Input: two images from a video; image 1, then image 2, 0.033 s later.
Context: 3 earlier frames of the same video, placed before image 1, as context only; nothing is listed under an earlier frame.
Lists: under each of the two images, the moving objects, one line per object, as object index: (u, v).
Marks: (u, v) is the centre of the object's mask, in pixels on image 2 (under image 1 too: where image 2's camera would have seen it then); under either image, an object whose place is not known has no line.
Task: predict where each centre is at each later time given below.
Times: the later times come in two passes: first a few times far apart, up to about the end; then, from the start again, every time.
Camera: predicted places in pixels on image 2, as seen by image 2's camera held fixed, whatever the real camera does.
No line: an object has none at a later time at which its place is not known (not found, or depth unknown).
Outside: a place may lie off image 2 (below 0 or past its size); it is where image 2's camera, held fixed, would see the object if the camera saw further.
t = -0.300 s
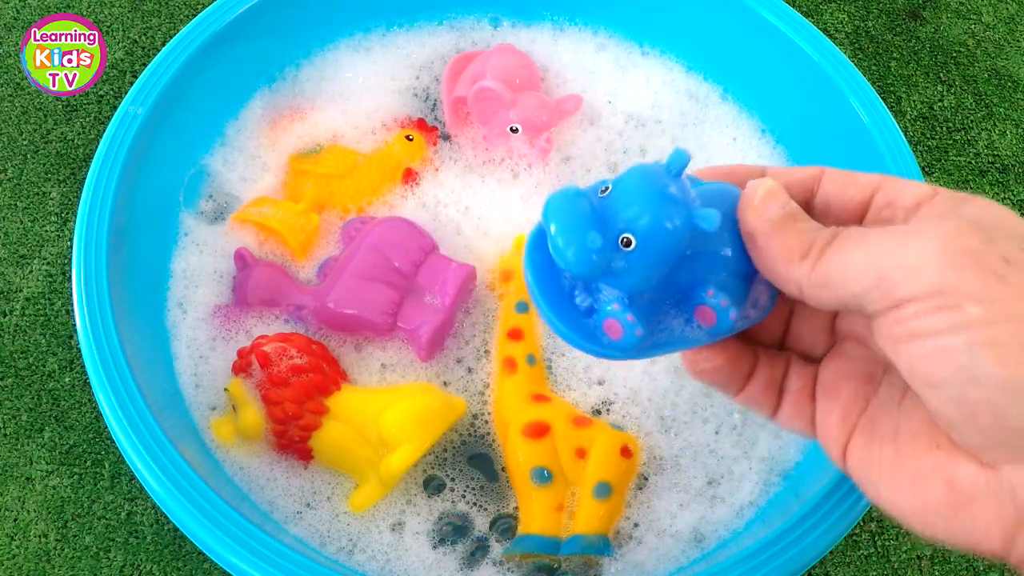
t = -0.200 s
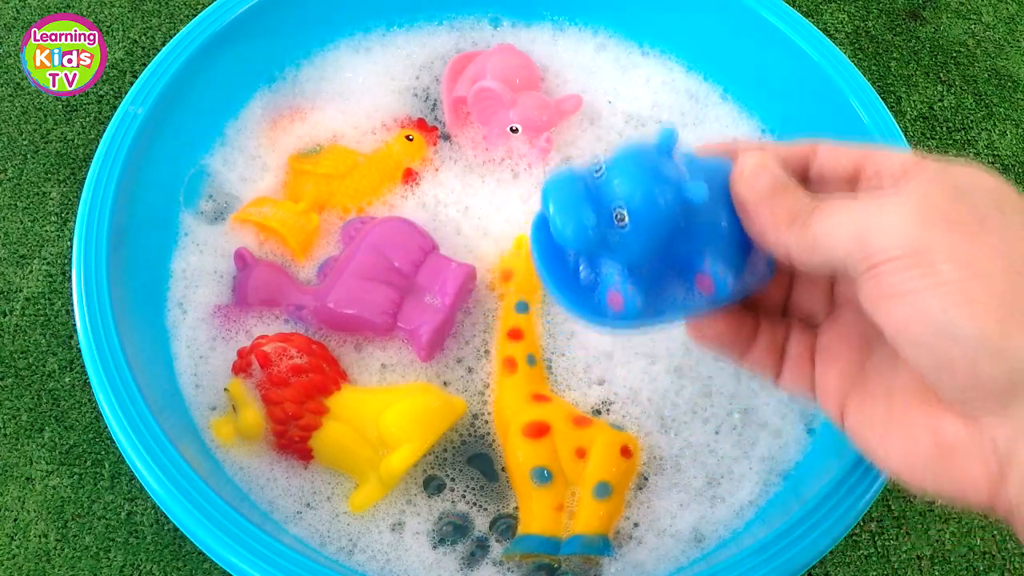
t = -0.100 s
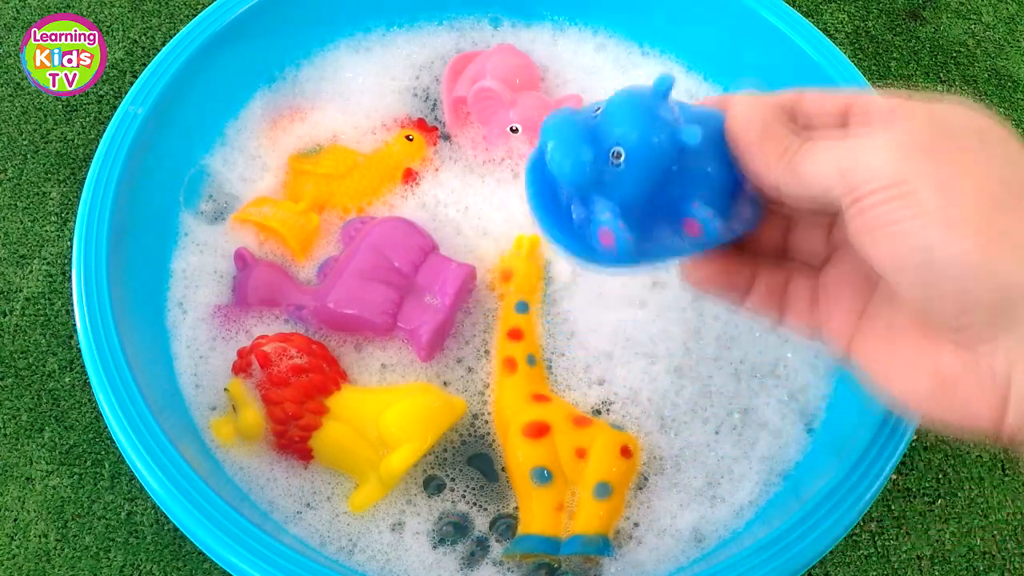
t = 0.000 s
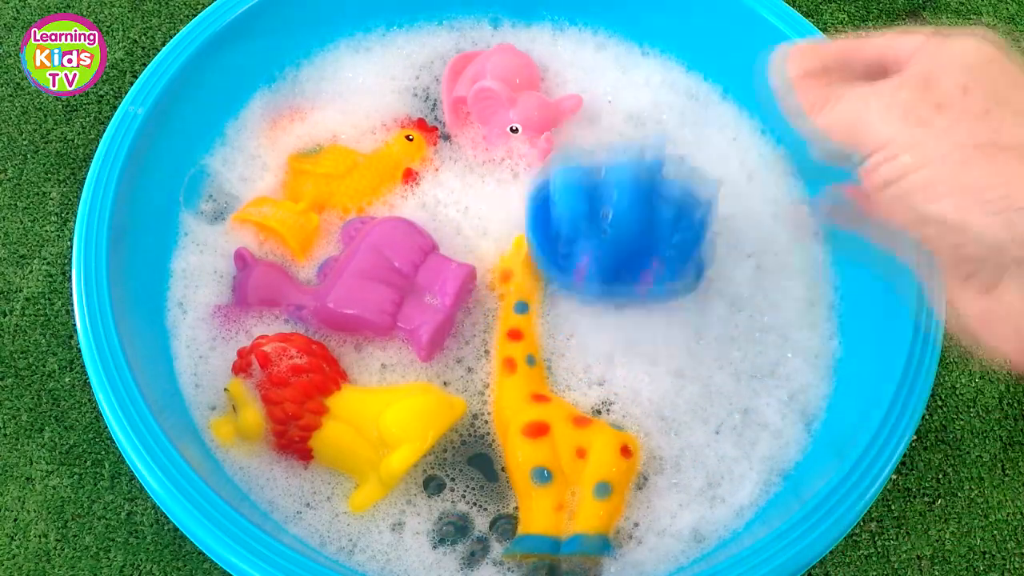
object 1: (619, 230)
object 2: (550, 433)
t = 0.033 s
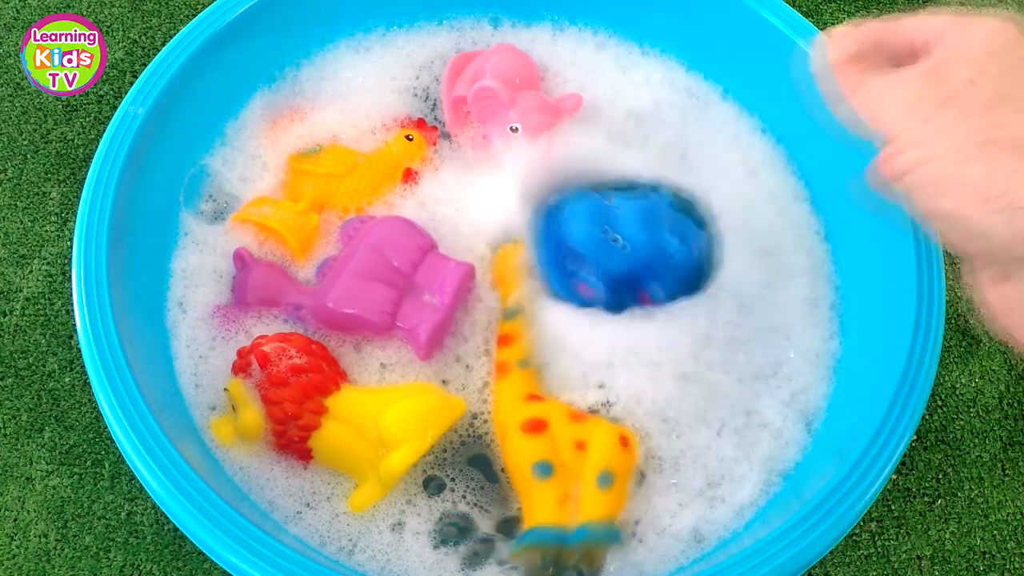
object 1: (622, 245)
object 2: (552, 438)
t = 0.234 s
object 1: (638, 233)
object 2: (543, 439)
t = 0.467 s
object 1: (688, 207)
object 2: (543, 424)
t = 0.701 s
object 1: (684, 193)
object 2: (547, 430)
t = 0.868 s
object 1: (684, 189)
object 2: (542, 425)
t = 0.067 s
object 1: (619, 240)
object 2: (555, 447)
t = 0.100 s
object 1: (613, 243)
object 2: (560, 461)
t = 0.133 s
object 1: (609, 248)
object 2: (557, 460)
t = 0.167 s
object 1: (610, 246)
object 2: (546, 442)
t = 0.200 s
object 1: (623, 238)
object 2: (544, 440)
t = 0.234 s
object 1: (638, 233)
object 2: (543, 439)
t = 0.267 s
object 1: (660, 232)
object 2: (545, 441)
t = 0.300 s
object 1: (660, 226)
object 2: (546, 440)
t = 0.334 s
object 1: (661, 224)
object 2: (545, 439)
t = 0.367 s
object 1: (682, 210)
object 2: (544, 434)
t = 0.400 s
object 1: (685, 209)
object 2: (543, 429)
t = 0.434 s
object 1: (687, 208)
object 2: (542, 425)
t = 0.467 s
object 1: (688, 207)
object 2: (543, 424)
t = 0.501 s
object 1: (687, 205)
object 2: (545, 426)
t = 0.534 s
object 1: (686, 202)
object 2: (546, 428)
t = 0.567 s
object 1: (684, 199)
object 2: (547, 429)
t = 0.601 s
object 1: (684, 196)
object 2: (548, 431)
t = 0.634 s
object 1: (689, 196)
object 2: (547, 431)
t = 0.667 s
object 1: (687, 195)
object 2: (547, 431)
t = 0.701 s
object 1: (684, 193)
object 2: (547, 430)
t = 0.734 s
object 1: (685, 192)
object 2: (546, 430)
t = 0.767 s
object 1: (684, 192)
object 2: (546, 428)
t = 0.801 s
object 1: (685, 190)
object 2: (544, 427)
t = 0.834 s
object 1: (684, 189)
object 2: (543, 426)
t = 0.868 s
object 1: (684, 189)
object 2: (542, 425)
